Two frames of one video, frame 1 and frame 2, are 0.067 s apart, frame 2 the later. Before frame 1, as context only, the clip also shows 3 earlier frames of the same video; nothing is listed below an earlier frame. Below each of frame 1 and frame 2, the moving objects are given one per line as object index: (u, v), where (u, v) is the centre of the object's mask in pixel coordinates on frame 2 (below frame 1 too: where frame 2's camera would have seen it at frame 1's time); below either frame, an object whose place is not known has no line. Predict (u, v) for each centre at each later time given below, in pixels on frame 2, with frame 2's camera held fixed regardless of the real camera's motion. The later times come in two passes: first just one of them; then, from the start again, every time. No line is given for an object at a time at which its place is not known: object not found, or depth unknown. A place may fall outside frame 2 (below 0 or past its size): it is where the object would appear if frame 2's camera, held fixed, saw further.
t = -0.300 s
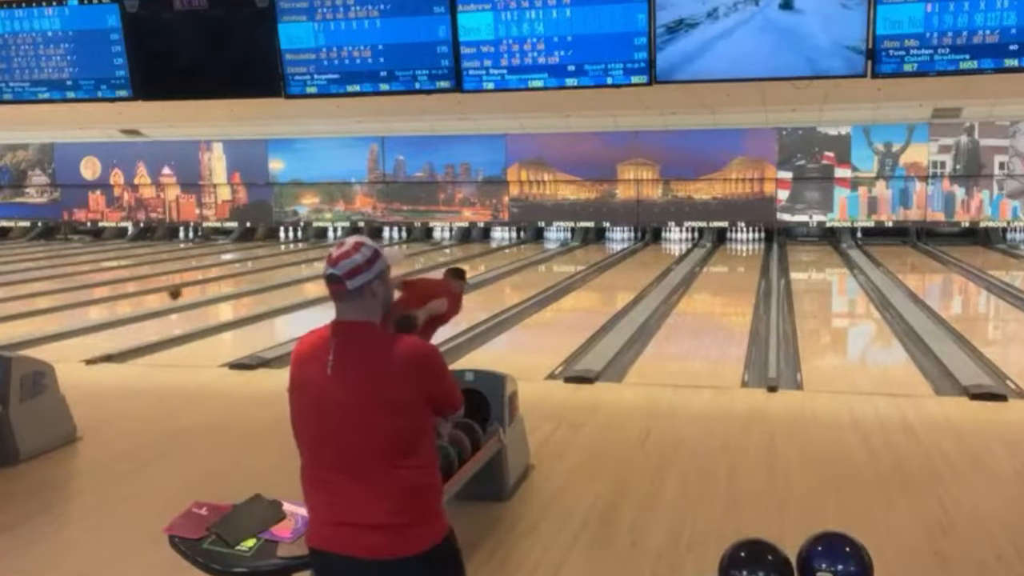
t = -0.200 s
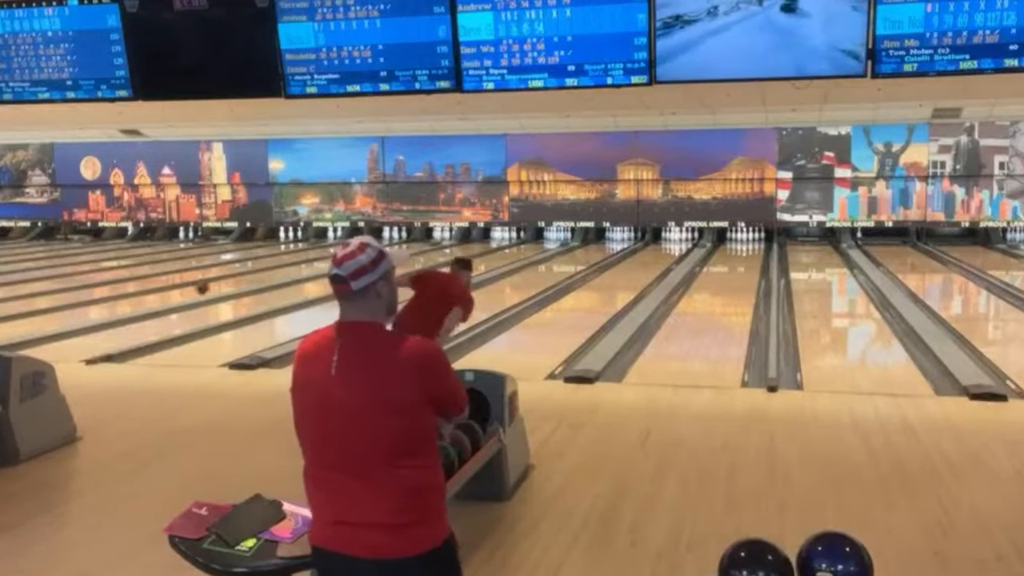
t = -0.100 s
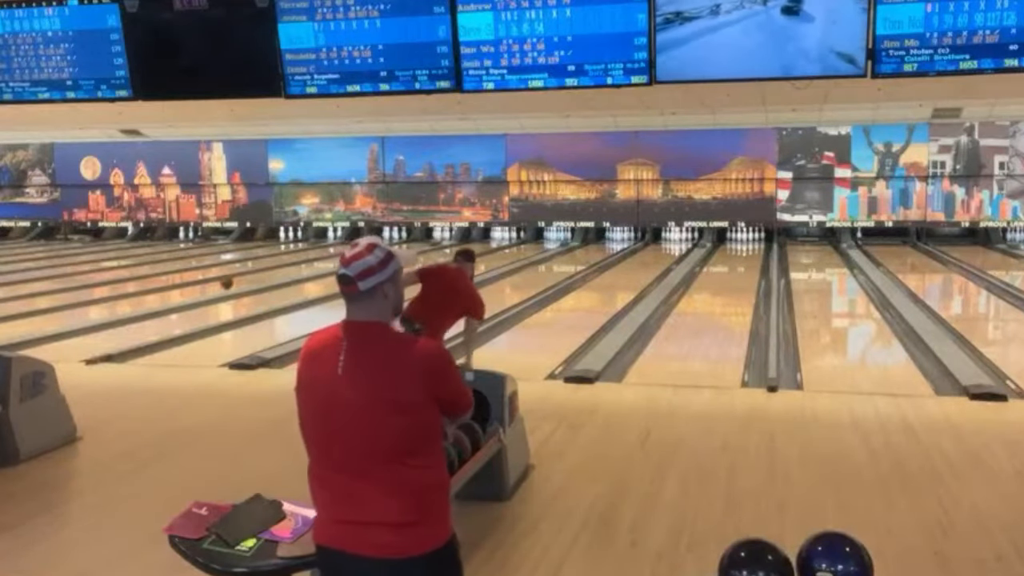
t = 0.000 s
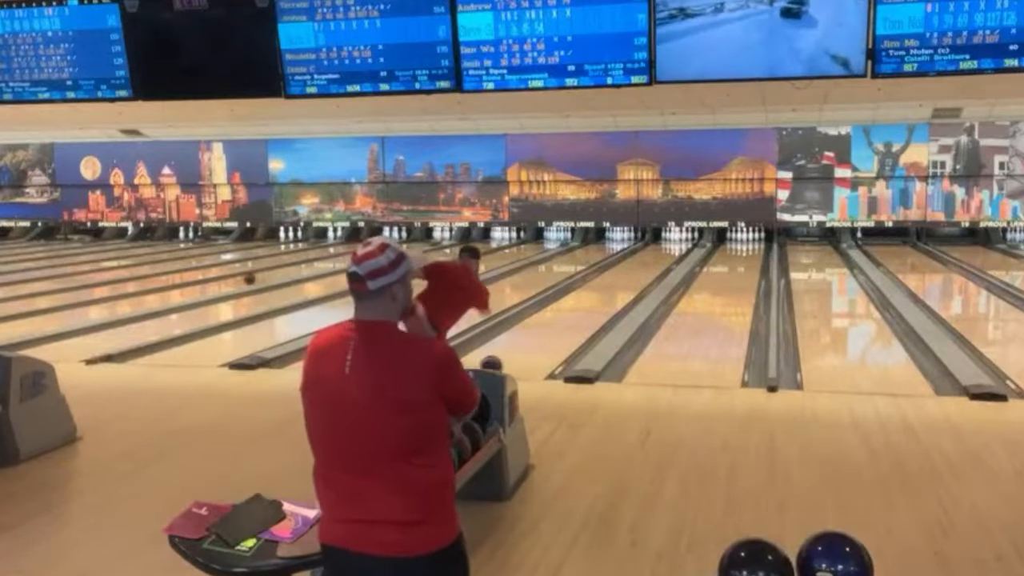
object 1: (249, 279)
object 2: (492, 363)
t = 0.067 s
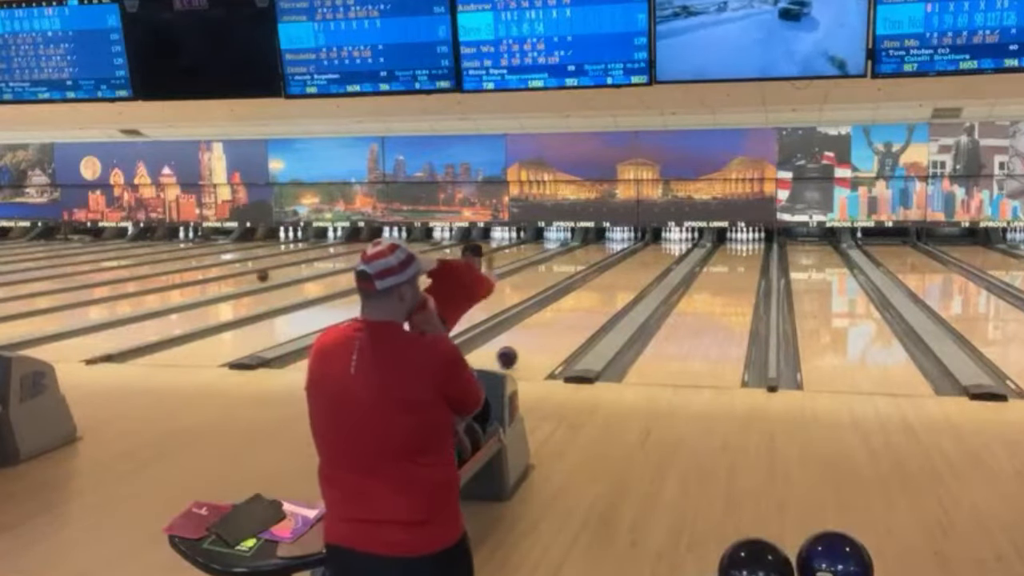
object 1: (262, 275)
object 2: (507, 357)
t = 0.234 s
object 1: (294, 270)
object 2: (540, 336)
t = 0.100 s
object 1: (269, 274)
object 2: (514, 353)
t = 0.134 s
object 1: (275, 273)
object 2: (521, 348)
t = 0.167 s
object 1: (282, 272)
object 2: (528, 343)
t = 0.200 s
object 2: (534, 340)
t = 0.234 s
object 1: (294, 270)
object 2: (540, 336)
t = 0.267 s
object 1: (299, 269)
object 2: (546, 333)
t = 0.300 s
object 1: (305, 267)
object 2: (551, 329)
